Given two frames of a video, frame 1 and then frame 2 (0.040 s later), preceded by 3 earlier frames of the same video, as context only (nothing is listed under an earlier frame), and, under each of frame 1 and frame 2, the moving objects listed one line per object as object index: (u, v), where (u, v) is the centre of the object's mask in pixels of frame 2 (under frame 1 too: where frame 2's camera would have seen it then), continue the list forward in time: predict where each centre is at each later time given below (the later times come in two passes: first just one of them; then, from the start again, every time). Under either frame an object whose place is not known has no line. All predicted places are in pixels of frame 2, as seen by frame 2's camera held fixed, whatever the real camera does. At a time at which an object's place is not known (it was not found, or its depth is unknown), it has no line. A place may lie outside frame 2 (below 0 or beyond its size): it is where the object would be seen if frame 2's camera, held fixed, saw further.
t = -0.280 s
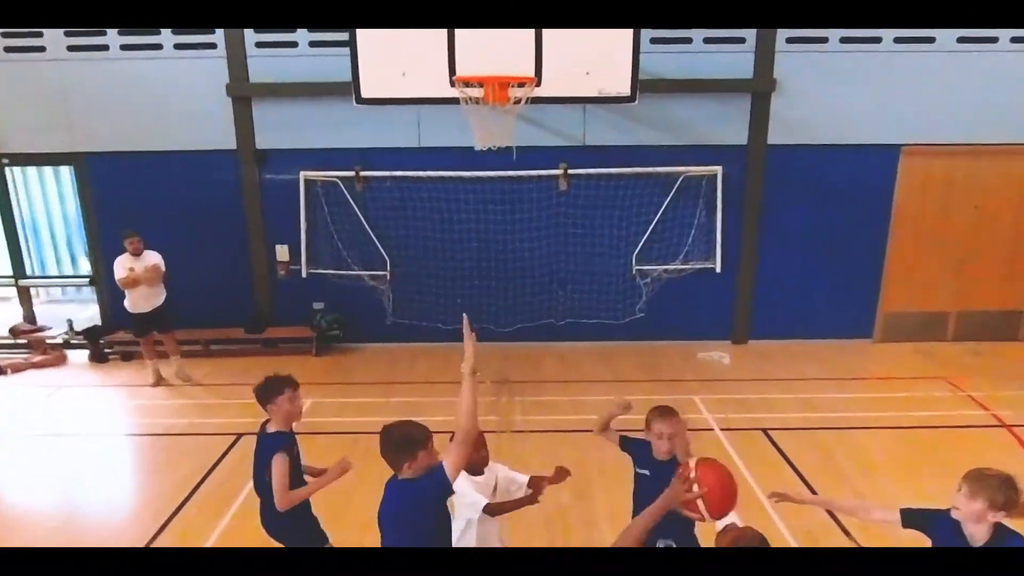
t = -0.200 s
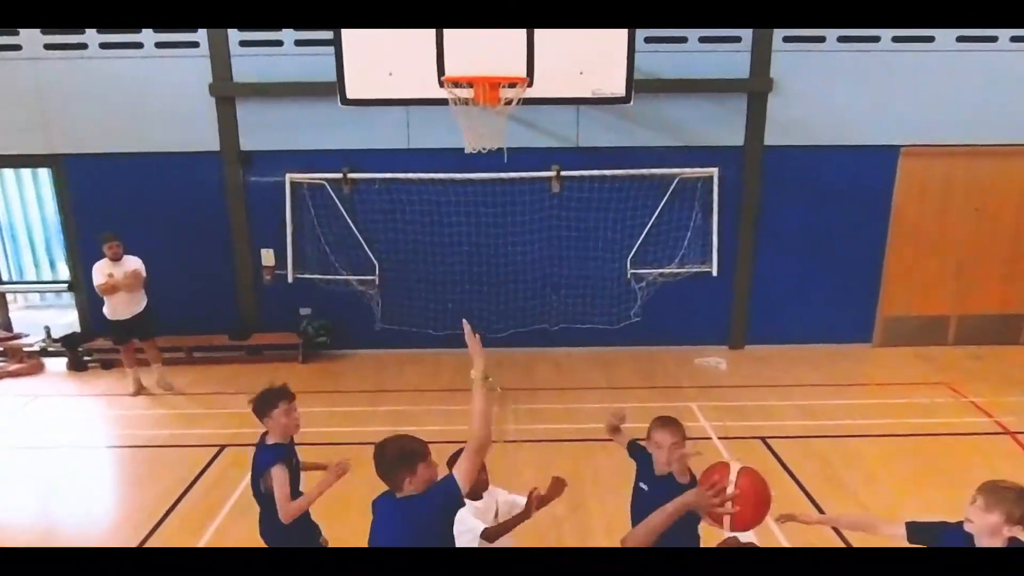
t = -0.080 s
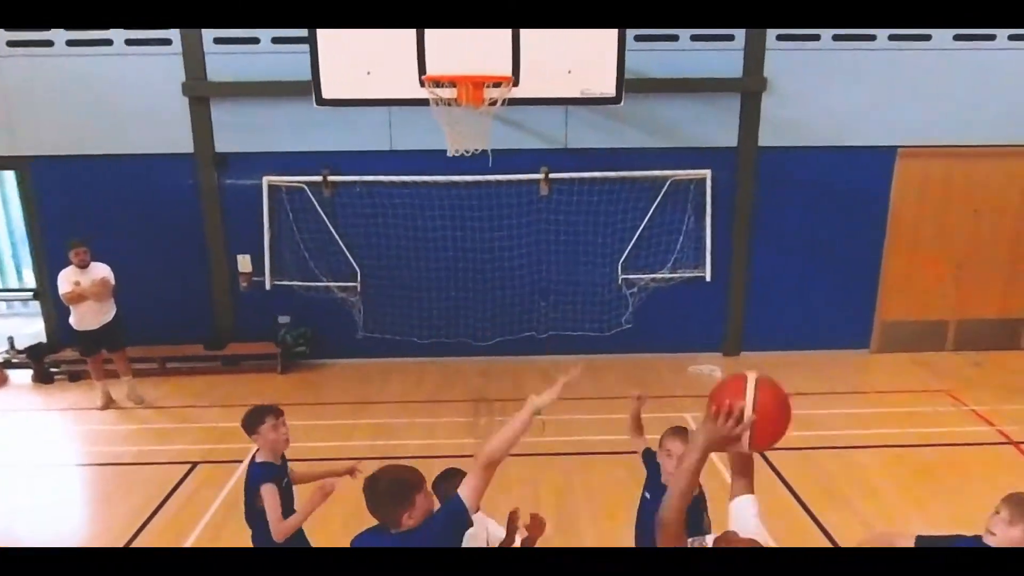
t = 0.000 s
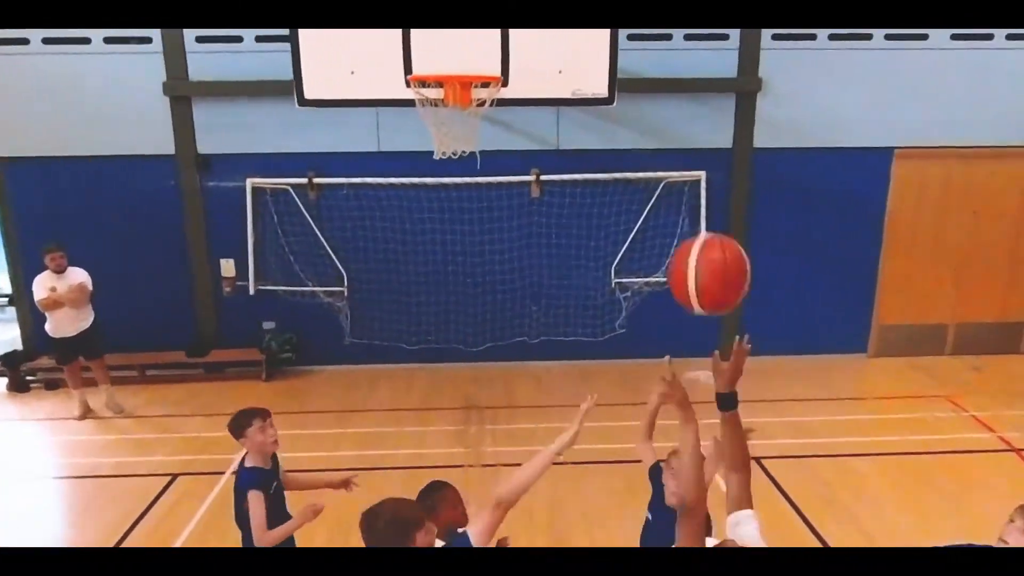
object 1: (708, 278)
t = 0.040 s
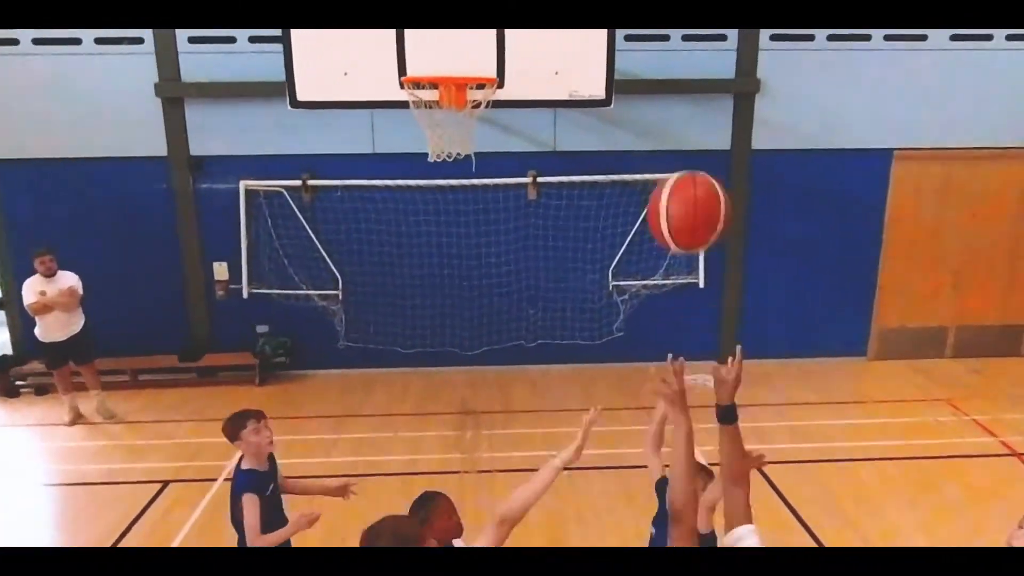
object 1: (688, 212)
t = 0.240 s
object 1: (595, 18)
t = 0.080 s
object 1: (668, 154)
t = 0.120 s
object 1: (650, 104)
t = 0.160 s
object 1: (631, 61)
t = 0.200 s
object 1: (612, 38)
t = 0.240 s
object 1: (595, 18)
